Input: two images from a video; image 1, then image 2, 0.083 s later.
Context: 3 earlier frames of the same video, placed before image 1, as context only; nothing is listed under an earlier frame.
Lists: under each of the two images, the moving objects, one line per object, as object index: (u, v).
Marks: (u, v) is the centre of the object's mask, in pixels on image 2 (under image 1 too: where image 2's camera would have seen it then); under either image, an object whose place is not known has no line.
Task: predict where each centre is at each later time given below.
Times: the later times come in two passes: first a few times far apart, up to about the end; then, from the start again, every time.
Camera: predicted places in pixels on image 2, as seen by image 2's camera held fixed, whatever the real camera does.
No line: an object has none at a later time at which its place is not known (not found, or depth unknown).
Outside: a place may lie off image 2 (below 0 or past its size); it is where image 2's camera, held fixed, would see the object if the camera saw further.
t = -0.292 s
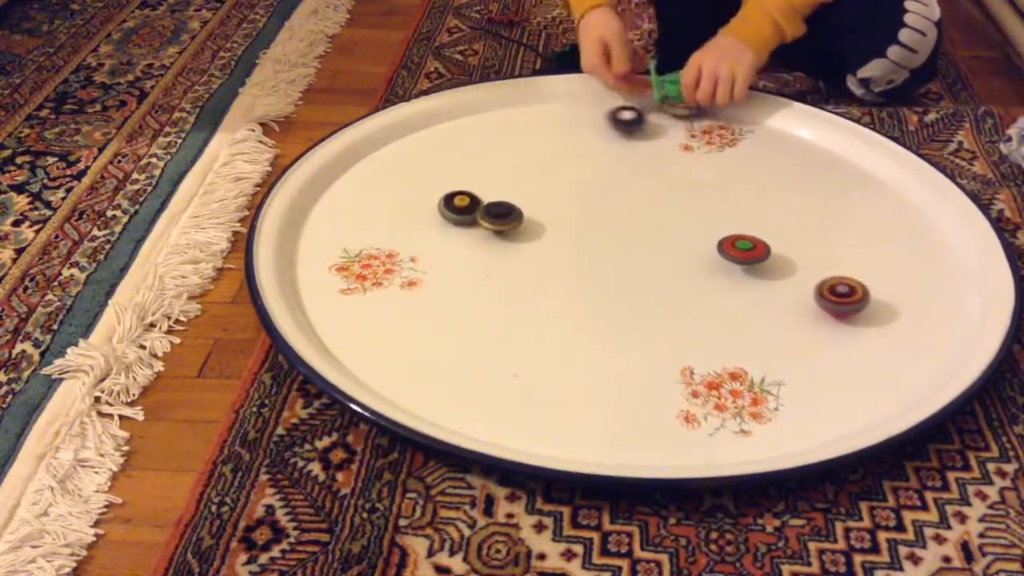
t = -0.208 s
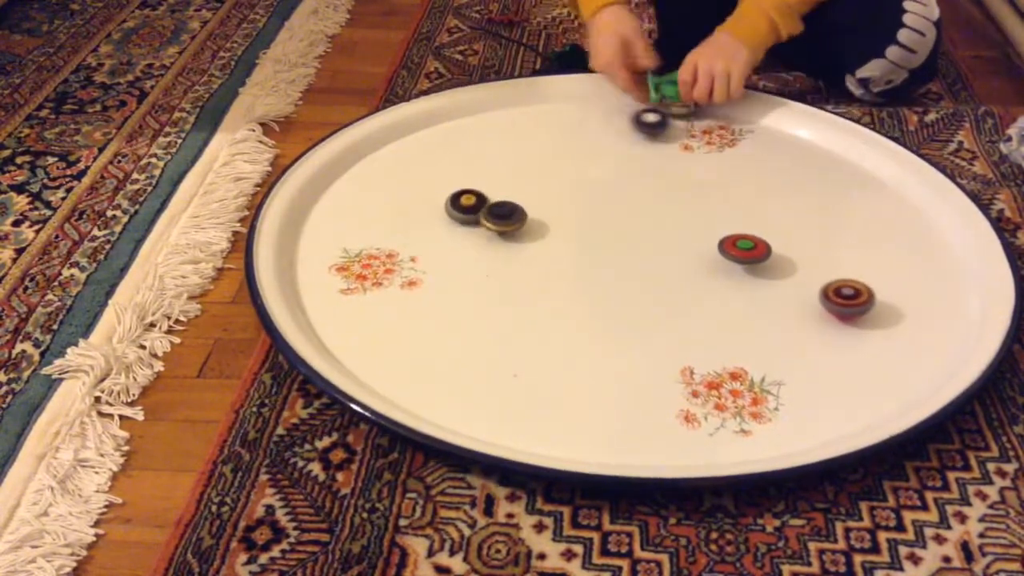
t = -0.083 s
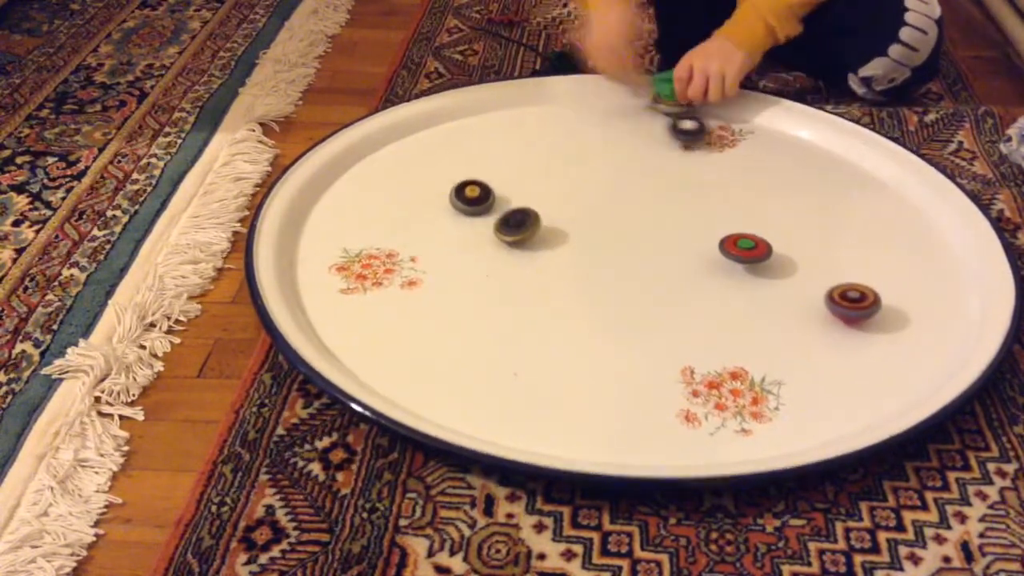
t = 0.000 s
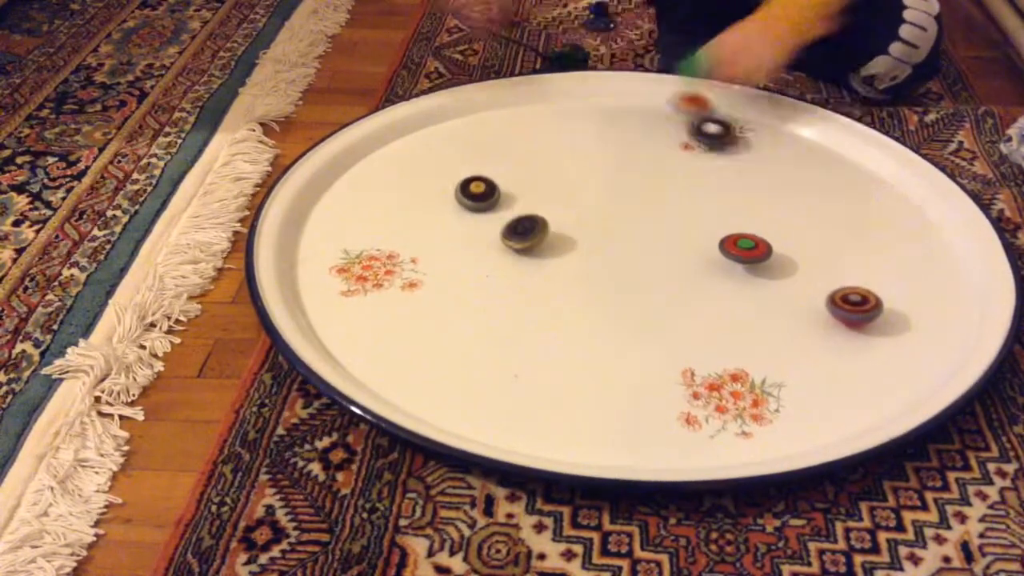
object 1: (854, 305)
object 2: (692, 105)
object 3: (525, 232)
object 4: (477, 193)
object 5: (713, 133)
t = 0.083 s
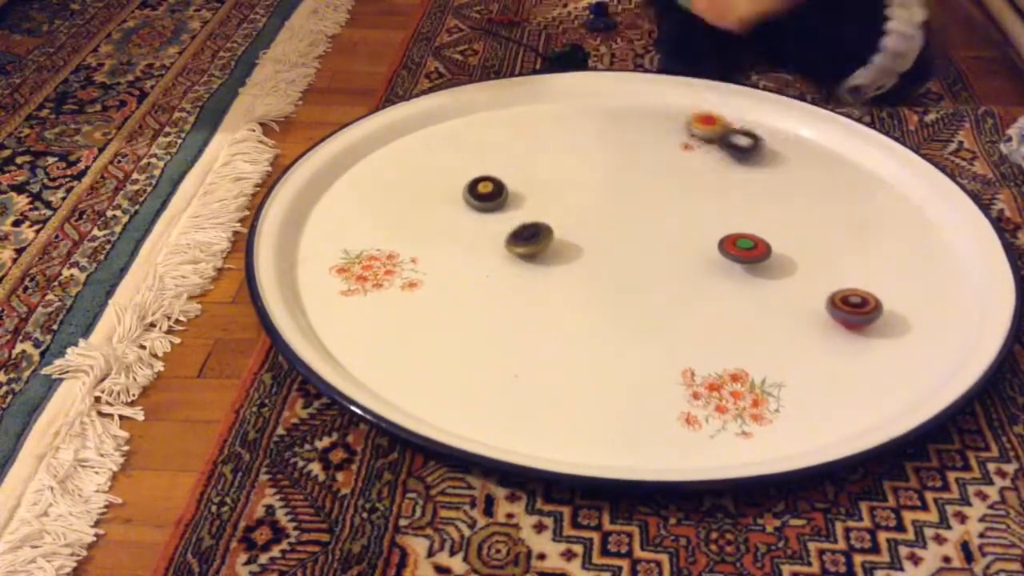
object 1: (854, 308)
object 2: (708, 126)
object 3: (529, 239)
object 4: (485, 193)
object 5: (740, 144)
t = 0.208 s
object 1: (851, 309)
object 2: (723, 135)
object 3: (531, 250)
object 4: (497, 196)
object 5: (781, 159)
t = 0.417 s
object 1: (841, 310)
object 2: (733, 141)
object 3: (521, 267)
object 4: (514, 203)
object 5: (843, 185)
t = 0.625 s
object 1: (831, 305)
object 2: (742, 147)
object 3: (499, 278)
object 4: (521, 214)
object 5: (902, 216)
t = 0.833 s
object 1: (825, 296)
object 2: (753, 155)
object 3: (475, 280)
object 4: (517, 226)
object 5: (960, 254)
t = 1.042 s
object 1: (827, 287)
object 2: (762, 164)
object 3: (459, 275)
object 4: (505, 233)
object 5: (961, 285)
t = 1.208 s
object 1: (834, 281)
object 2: (770, 172)
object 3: (456, 269)
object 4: (491, 236)
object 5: (959, 310)
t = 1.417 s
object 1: (848, 276)
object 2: (779, 184)
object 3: (463, 262)
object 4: (473, 234)
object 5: (947, 344)
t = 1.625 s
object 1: (863, 274)
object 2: (787, 198)
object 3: (480, 260)
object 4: (461, 228)
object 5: (915, 375)
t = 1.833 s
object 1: (877, 276)
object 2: (793, 214)
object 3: (501, 264)
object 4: (462, 220)
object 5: (860, 408)
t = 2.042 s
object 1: (885, 280)
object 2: (798, 231)
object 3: (519, 276)
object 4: (473, 213)
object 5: (784, 434)
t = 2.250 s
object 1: (886, 283)
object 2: (797, 248)
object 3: (526, 292)
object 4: (491, 211)
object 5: (698, 445)
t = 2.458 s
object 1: (878, 283)
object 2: (795, 264)
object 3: (520, 307)
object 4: (509, 214)
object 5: (607, 443)
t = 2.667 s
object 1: (867, 280)
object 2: (791, 277)
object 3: (503, 317)
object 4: (522, 222)
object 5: (518, 427)
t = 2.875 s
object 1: (858, 273)
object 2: (783, 287)
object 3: (485, 317)
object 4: (526, 233)
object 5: (440, 404)
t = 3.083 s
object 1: (853, 264)
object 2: (775, 296)
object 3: (473, 311)
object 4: (520, 243)
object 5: (387, 375)
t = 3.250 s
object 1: (854, 257)
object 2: (766, 300)
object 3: (471, 306)
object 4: (509, 248)
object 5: (354, 347)
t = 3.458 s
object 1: (860, 251)
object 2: (749, 304)
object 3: (480, 299)
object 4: (492, 249)
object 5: (329, 310)
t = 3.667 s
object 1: (869, 248)
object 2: (730, 303)
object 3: (497, 298)
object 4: (480, 246)
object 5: (322, 275)
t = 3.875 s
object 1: (879, 248)
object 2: (710, 299)
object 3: (514, 304)
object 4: (475, 239)
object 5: (334, 244)
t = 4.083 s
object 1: (886, 250)
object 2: (689, 292)
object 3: (524, 315)
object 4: (482, 232)
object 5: (361, 218)
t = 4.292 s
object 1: (885, 253)
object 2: (668, 282)
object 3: (524, 328)
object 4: (498, 228)
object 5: (399, 197)
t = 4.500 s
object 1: (877, 254)
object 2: (648, 272)
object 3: (513, 336)
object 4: (517, 229)
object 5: (445, 182)
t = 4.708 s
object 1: (866, 252)
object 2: (629, 261)
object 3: (499, 337)
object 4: (531, 236)
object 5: (495, 171)
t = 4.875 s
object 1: (857, 249)
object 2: (616, 252)
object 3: (490, 334)
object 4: (538, 244)
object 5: (539, 167)
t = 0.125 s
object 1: (853, 308)
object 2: (715, 131)
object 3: (530, 242)
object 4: (490, 194)
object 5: (755, 150)
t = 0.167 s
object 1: (852, 309)
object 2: (720, 134)
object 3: (531, 246)
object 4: (494, 195)
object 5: (768, 154)
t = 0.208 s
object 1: (851, 309)
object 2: (723, 135)
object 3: (531, 250)
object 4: (497, 196)
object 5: (781, 159)
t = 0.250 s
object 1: (849, 310)
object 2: (725, 137)
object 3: (530, 254)
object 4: (501, 196)
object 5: (794, 165)
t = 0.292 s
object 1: (847, 310)
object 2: (728, 139)
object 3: (529, 257)
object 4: (505, 198)
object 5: (806, 169)
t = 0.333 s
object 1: (845, 310)
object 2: (730, 140)
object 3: (526, 261)
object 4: (508, 200)
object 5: (818, 174)
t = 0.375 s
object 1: (843, 310)
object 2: (732, 141)
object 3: (524, 264)
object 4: (511, 201)
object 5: (831, 179)
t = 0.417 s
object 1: (841, 310)
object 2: (733, 141)
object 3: (521, 267)
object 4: (514, 203)
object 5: (843, 185)
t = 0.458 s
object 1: (839, 309)
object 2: (733, 141)
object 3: (517, 270)
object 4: (516, 205)
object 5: (855, 191)
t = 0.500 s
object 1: (836, 308)
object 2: (737, 144)
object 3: (514, 272)
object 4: (518, 207)
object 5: (867, 197)
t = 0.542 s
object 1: (834, 307)
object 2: (739, 145)
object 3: (508, 274)
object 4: (519, 210)
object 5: (878, 203)
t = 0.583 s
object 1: (833, 306)
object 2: (740, 145)
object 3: (505, 276)
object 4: (520, 212)
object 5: (890, 209)
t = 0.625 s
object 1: (831, 305)
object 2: (742, 147)
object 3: (499, 278)
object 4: (521, 214)
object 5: (902, 216)
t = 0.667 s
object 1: (829, 303)
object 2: (744, 148)
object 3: (494, 279)
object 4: (521, 217)
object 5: (913, 222)
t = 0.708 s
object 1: (828, 302)
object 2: (746, 149)
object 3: (490, 280)
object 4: (521, 219)
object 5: (925, 230)
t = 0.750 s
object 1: (827, 300)
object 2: (748, 151)
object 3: (484, 280)
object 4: (520, 221)
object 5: (938, 238)
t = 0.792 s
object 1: (826, 298)
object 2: (750, 153)
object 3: (480, 280)
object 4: (519, 223)
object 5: (950, 247)
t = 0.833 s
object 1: (825, 296)
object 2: (753, 155)
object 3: (475, 280)
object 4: (517, 226)
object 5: (960, 254)
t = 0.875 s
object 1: (825, 295)
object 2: (755, 156)
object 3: (471, 280)
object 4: (515, 227)
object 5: (963, 260)
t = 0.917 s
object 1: (825, 293)
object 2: (757, 158)
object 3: (468, 279)
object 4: (513, 229)
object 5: (959, 266)
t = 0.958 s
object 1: (825, 291)
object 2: (759, 160)
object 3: (463, 278)
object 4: (510, 230)
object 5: (957, 272)
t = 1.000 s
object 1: (826, 289)
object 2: (761, 162)
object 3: (462, 277)
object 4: (508, 232)
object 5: (958, 278)
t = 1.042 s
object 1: (827, 287)
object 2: (762, 164)
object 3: (459, 275)
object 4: (505, 233)
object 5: (961, 285)
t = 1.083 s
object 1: (828, 286)
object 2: (764, 166)
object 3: (457, 274)
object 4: (502, 234)
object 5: (965, 292)
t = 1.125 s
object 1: (830, 284)
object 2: (766, 168)
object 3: (456, 272)
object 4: (498, 235)
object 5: (964, 298)
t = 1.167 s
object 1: (832, 282)
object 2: (768, 170)
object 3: (455, 271)
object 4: (494, 236)
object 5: (961, 304)
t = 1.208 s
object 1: (834, 281)
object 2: (770, 172)
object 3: (456, 269)
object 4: (491, 236)
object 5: (959, 310)
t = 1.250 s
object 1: (836, 280)
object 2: (771, 174)
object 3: (456, 268)
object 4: (487, 236)
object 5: (959, 317)
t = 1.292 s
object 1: (839, 278)
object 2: (773, 176)
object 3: (456, 266)
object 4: (483, 236)
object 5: (957, 324)
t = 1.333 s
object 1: (842, 277)
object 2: (775, 179)
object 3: (458, 265)
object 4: (479, 236)
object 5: (953, 330)
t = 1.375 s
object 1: (845, 276)
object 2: (777, 181)
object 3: (459, 264)
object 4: (476, 235)
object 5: (949, 337)
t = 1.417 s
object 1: (848, 276)
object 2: (779, 184)
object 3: (463, 262)
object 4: (473, 234)
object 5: (947, 344)
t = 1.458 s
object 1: (851, 275)
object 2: (781, 187)
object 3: (466, 262)
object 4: (470, 233)
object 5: (941, 350)
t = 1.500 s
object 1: (854, 275)
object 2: (783, 189)
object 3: (468, 261)
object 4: (467, 232)
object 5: (937, 355)
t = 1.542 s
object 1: (857, 274)
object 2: (784, 192)
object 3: (473, 260)
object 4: (465, 231)
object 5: (930, 362)
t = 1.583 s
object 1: (860, 274)
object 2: (786, 195)
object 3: (476, 261)
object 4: (463, 229)
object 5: (924, 368)
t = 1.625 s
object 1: (863, 274)
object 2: (787, 198)
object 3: (480, 260)
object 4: (461, 228)
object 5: (915, 375)
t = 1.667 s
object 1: (866, 274)
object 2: (789, 201)
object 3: (485, 261)
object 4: (461, 226)
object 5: (907, 381)
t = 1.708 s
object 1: (869, 275)
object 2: (790, 204)
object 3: (488, 261)
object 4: (461, 225)
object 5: (897, 388)
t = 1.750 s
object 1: (872, 275)
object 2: (791, 208)
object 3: (493, 262)
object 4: (461, 224)
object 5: (886, 395)
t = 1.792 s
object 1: (875, 276)
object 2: (792, 211)
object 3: (497, 264)
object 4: (461, 222)
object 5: (873, 401)
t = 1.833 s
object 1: (877, 276)
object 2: (793, 214)
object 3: (501, 264)
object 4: (462, 220)
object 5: (860, 408)
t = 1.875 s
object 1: (879, 277)
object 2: (794, 218)
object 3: (506, 266)
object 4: (463, 219)
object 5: (846, 414)
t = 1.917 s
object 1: (881, 277)
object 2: (795, 221)
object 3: (509, 268)
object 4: (465, 217)
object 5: (831, 419)
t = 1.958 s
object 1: (883, 278)
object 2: (796, 224)
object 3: (512, 270)
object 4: (467, 215)
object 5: (816, 425)
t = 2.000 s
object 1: (884, 279)
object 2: (797, 228)
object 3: (517, 273)
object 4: (470, 214)
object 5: (800, 429)
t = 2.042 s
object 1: (885, 280)
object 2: (798, 231)
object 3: (519, 276)
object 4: (473, 213)
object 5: (784, 434)
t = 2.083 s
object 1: (886, 280)
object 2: (798, 234)
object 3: (522, 278)
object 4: (476, 212)
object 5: (767, 438)
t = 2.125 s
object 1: (886, 281)
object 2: (798, 237)
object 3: (524, 282)
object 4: (479, 211)
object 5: (750, 440)
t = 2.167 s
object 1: (886, 282)
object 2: (798, 241)
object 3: (525, 285)
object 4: (483, 211)
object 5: (734, 442)
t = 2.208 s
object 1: (886, 282)
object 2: (798, 244)
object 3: (526, 288)
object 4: (487, 211)
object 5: (717, 443)
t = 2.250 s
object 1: (886, 283)
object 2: (797, 248)
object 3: (526, 292)
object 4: (491, 211)
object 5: (698, 445)
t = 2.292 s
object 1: (885, 283)
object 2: (797, 251)
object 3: (526, 294)
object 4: (494, 211)
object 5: (680, 446)
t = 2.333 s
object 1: (884, 283)
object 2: (797, 254)
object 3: (526, 298)
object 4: (498, 211)
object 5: (662, 446)
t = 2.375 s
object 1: (882, 283)
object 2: (797, 257)
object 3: (524, 301)
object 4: (502, 212)
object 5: (644, 445)
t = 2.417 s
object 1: (880, 283)
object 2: (796, 261)
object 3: (523, 304)
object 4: (506, 213)
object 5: (626, 445)
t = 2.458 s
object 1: (878, 283)
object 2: (795, 264)
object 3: (520, 307)
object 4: (509, 214)
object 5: (607, 443)
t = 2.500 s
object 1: (876, 283)
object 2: (795, 267)
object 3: (517, 309)
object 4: (512, 215)
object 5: (590, 441)
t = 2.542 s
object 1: (874, 282)
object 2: (794, 270)
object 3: (514, 312)
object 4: (515, 217)
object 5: (572, 438)
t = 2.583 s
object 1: (872, 281)
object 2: (793, 272)
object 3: (510, 314)
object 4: (518, 219)
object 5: (554, 435)
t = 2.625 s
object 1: (869, 281)
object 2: (792, 275)
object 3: (507, 315)
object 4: (520, 220)
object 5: (536, 431)
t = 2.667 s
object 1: (867, 280)
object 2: (791, 277)
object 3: (503, 317)
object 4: (522, 222)
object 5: (518, 427)
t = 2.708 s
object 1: (865, 279)
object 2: (790, 280)
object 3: (499, 317)
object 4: (523, 224)
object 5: (500, 424)
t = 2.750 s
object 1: (863, 277)
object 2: (788, 282)
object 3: (496, 317)
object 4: (524, 226)
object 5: (483, 419)
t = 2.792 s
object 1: (861, 276)
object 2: (787, 284)
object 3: (491, 318)
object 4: (525, 229)
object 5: (468, 414)
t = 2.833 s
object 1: (859, 275)
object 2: (785, 286)
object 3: (488, 318)
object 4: (526, 231)
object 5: (454, 409)
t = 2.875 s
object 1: (858, 273)
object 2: (783, 287)
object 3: (485, 317)
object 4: (526, 233)
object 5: (440, 404)
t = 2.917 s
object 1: (856, 271)
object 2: (782, 289)
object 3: (481, 317)
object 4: (525, 235)
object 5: (427, 398)
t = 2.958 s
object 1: (855, 270)
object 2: (780, 291)
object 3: (479, 315)
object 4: (525, 237)
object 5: (415, 393)
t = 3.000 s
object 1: (854, 268)
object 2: (779, 293)
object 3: (477, 315)
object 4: (523, 239)
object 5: (405, 387)
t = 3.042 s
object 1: (853, 266)
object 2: (777, 294)
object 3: (474, 313)
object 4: (522, 241)
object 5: (396, 381)
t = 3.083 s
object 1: (853, 264)
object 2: (775, 296)
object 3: (473, 311)
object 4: (520, 243)
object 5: (387, 375)
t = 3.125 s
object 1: (853, 263)
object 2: (773, 297)
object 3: (472, 310)
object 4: (517, 244)
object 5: (378, 368)
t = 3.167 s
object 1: (853, 261)
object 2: (770, 298)
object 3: (471, 308)
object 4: (515, 245)
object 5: (369, 361)
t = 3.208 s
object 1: (853, 259)
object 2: (768, 299)
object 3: (472, 307)
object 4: (512, 247)
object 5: (361, 354)
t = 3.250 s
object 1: (854, 257)
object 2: (766, 300)
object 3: (471, 306)
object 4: (509, 248)
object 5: (354, 347)
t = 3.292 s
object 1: (854, 256)
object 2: (763, 301)
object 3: (472, 303)
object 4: (506, 249)
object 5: (347, 339)
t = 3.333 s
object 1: (855, 255)
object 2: (760, 302)
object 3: (474, 303)
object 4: (502, 249)
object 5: (341, 331)
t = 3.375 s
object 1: (857, 253)
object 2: (757, 303)
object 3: (474, 301)
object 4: (499, 250)
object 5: (336, 324)
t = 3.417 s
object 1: (858, 252)
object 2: (753, 303)
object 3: (477, 299)
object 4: (495, 250)
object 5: (332, 317)
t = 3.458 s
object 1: (860, 251)
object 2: (749, 304)
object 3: (480, 299)
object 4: (492, 249)
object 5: (329, 310)
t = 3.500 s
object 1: (862, 250)
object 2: (745, 304)
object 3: (482, 298)
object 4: (490, 249)
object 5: (326, 302)
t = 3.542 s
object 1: (864, 249)
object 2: (741, 304)
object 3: (486, 297)
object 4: (487, 249)
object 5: (324, 295)
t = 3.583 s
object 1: (865, 249)
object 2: (737, 304)
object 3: (489, 298)
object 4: (484, 248)
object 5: (322, 288)
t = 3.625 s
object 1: (867, 248)
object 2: (733, 303)
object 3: (492, 297)
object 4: (481, 247)
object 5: (322, 282)
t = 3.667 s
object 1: (869, 248)
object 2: (730, 303)
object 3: (497, 298)
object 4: (480, 246)
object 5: (322, 275)
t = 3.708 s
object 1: (872, 247)
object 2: (725, 302)
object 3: (499, 299)
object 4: (478, 245)
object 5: (322, 269)
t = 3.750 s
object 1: (874, 248)
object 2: (722, 301)
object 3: (503, 299)
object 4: (476, 243)
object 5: (323, 262)
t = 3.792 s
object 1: (876, 248)
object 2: (718, 301)
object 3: (507, 301)
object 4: (476, 242)
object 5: (327, 257)
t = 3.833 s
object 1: (878, 248)
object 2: (714, 300)
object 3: (510, 303)
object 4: (475, 240)
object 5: (330, 250)
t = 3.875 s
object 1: (879, 248)
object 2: (710, 299)
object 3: (514, 304)
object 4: (475, 239)
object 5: (334, 244)
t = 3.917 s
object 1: (881, 248)
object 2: (706, 298)
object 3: (517, 306)
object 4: (476, 238)
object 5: (339, 239)
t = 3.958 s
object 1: (883, 249)
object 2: (702, 297)
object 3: (519, 308)
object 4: (476, 236)
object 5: (343, 233)
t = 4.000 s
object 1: (884, 249)
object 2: (698, 295)
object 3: (521, 310)
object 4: (478, 234)
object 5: (348, 228)
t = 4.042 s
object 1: (885, 250)
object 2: (694, 294)
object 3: (523, 314)
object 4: (479, 233)
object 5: (354, 223)
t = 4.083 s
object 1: (886, 250)
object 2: (689, 292)
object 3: (524, 315)
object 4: (482, 232)
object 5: (361, 218)
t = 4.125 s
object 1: (886, 251)
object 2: (685, 291)
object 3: (525, 317)
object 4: (484, 230)
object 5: (367, 214)
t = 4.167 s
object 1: (886, 251)
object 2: (681, 289)
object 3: (526, 321)
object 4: (487, 229)
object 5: (375, 209)
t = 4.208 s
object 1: (886, 252)
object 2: (677, 287)
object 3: (525, 323)
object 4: (490, 228)
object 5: (383, 205)
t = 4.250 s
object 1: (886, 252)
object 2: (673, 285)
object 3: (525, 326)
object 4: (494, 228)
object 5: (391, 201)
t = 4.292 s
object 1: (885, 253)
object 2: (668, 282)
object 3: (524, 328)
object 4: (498, 228)
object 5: (399, 197)
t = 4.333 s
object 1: (884, 253)
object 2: (664, 280)
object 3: (522, 330)
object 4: (502, 227)
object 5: (408, 194)
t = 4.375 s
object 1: (883, 253)
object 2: (660, 278)
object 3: (520, 332)
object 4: (505, 227)
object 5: (417, 190)
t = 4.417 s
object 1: (881, 253)
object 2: (656, 276)
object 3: (517, 334)
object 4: (509, 228)
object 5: (426, 187)
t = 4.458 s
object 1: (879, 254)
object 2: (652, 274)
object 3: (515, 335)
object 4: (513, 228)
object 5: (436, 184)
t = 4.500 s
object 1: (877, 254)
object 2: (648, 272)
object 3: (513, 336)
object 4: (517, 229)
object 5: (445, 182)
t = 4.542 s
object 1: (875, 253)
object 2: (644, 270)
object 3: (509, 337)
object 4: (520, 230)
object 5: (455, 179)
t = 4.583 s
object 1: (873, 253)
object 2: (640, 268)
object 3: (507, 338)
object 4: (523, 231)
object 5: (465, 177)
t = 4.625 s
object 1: (871, 253)
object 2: (636, 265)
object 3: (504, 338)
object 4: (526, 232)
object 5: (475, 175)
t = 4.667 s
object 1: (869, 252)
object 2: (633, 263)
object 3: (500, 338)
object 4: (529, 234)
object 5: (485, 173)
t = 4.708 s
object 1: (866, 252)
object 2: (629, 261)
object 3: (499, 337)
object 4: (531, 236)
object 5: (495, 171)
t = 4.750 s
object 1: (864, 251)
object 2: (626, 259)
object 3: (496, 337)
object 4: (534, 237)
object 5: (506, 170)
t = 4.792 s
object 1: (861, 250)
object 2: (622, 256)
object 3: (493, 336)
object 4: (535, 240)
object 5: (518, 168)
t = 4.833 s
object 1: (859, 250)
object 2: (619, 254)
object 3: (492, 335)
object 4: (537, 241)
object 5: (529, 167)
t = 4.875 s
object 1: (857, 249)
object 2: (616, 252)
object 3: (490, 334)
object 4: (538, 244)
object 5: (539, 167)
